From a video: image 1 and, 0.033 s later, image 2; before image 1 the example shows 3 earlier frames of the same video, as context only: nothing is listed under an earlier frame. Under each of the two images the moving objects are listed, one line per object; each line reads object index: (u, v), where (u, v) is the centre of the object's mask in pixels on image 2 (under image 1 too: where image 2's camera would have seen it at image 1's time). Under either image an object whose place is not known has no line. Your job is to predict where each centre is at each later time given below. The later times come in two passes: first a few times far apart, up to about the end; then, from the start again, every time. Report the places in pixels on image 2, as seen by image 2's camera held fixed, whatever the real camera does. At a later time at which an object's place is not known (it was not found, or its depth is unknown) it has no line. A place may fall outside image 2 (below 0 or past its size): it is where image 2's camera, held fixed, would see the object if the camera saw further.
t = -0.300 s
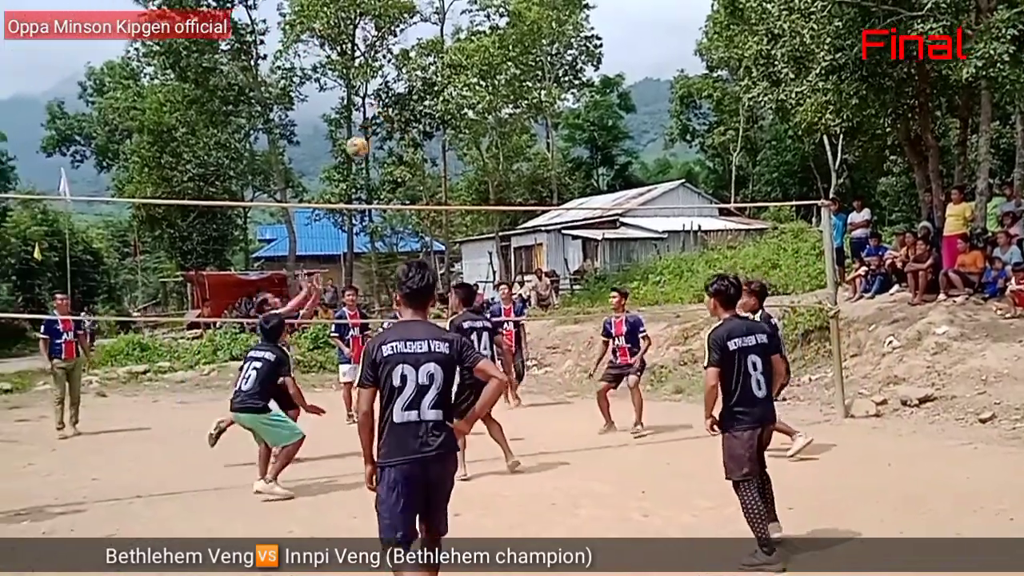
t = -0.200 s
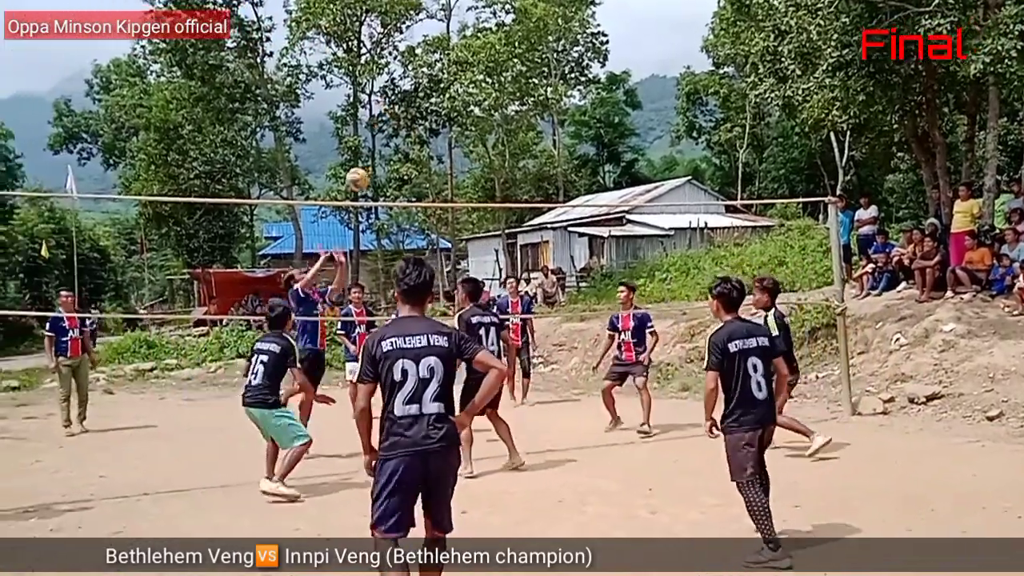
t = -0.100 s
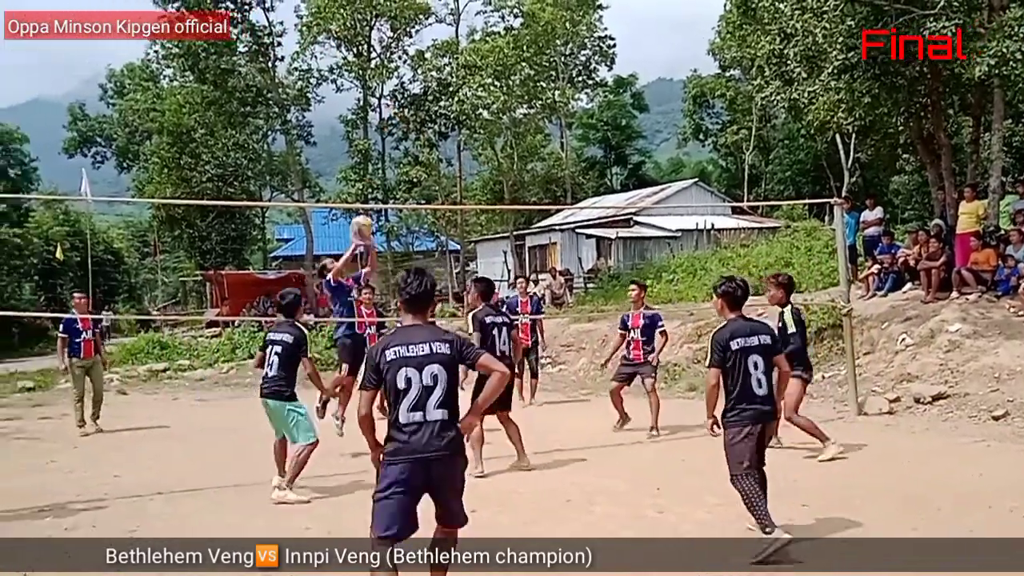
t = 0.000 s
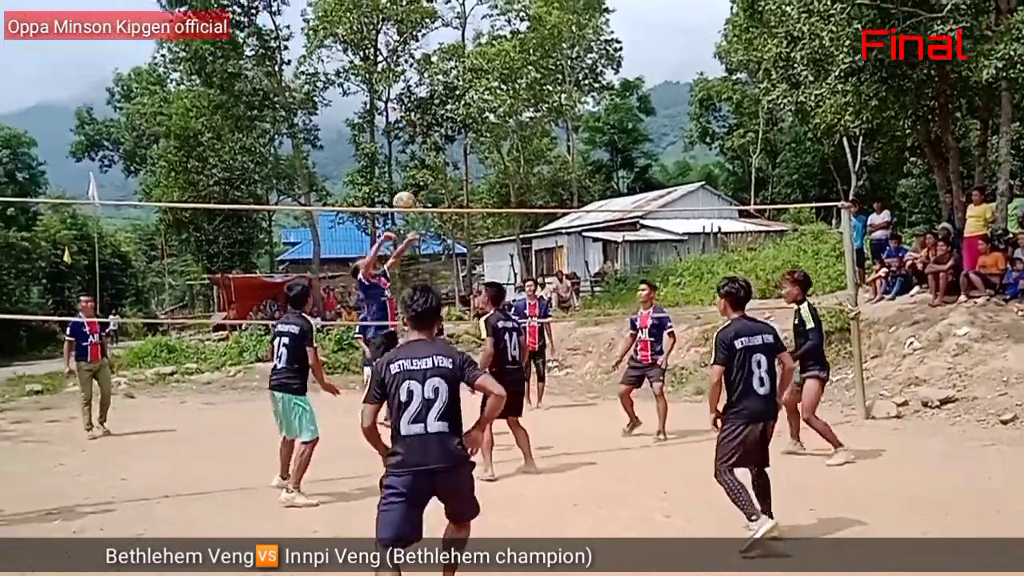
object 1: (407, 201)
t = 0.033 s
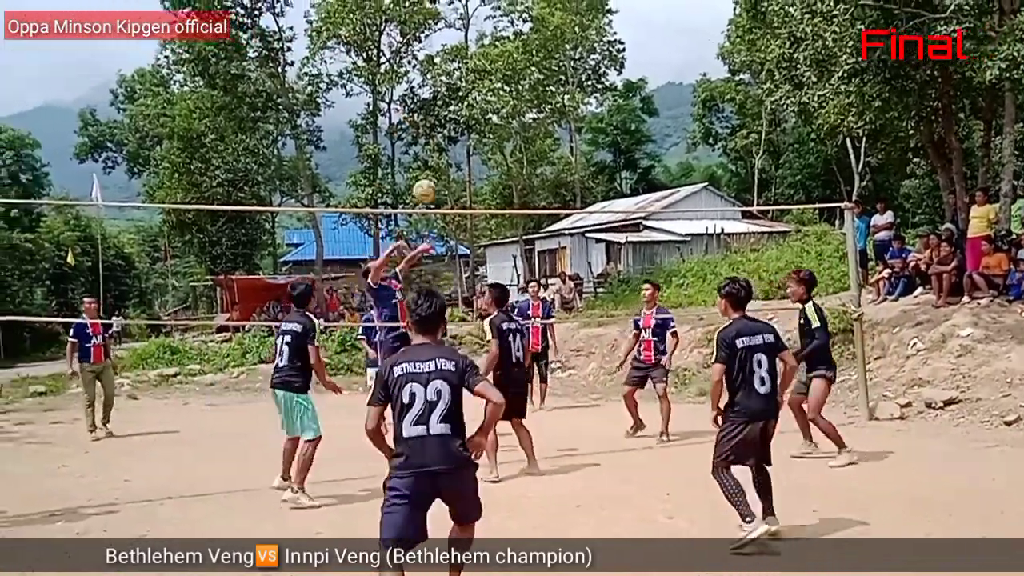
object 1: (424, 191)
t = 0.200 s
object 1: (516, 143)
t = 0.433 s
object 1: (661, 119)
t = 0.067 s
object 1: (442, 179)
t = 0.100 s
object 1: (459, 168)
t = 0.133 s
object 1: (478, 158)
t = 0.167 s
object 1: (497, 148)
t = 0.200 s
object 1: (516, 143)
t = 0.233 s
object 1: (535, 134)
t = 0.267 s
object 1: (557, 128)
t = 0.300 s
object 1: (577, 124)
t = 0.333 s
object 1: (598, 123)
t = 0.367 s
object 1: (620, 122)
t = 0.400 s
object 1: (641, 122)
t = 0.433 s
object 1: (661, 119)
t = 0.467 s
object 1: (686, 124)
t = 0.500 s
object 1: (708, 127)
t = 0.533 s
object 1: (733, 135)
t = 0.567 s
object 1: (757, 140)
